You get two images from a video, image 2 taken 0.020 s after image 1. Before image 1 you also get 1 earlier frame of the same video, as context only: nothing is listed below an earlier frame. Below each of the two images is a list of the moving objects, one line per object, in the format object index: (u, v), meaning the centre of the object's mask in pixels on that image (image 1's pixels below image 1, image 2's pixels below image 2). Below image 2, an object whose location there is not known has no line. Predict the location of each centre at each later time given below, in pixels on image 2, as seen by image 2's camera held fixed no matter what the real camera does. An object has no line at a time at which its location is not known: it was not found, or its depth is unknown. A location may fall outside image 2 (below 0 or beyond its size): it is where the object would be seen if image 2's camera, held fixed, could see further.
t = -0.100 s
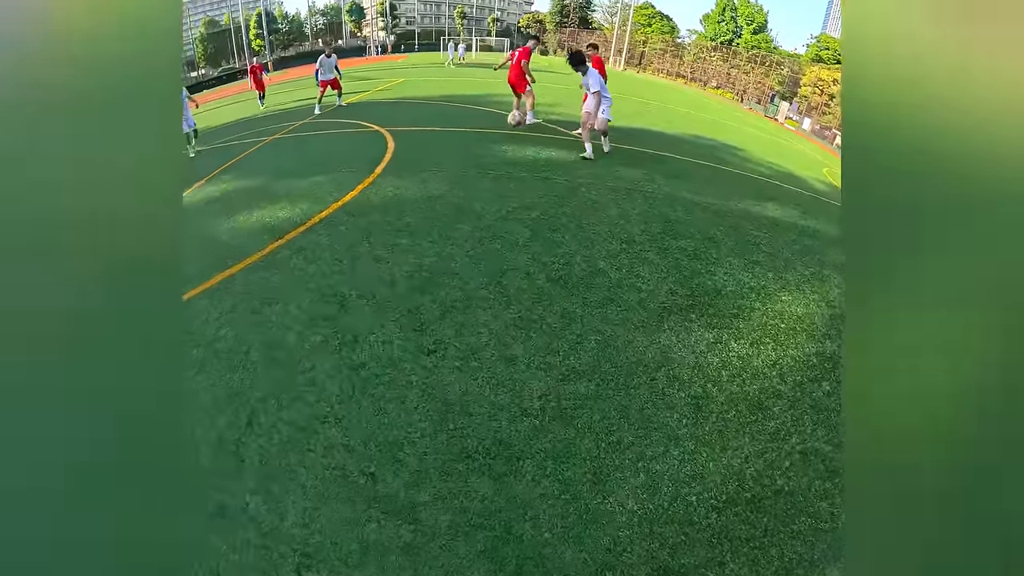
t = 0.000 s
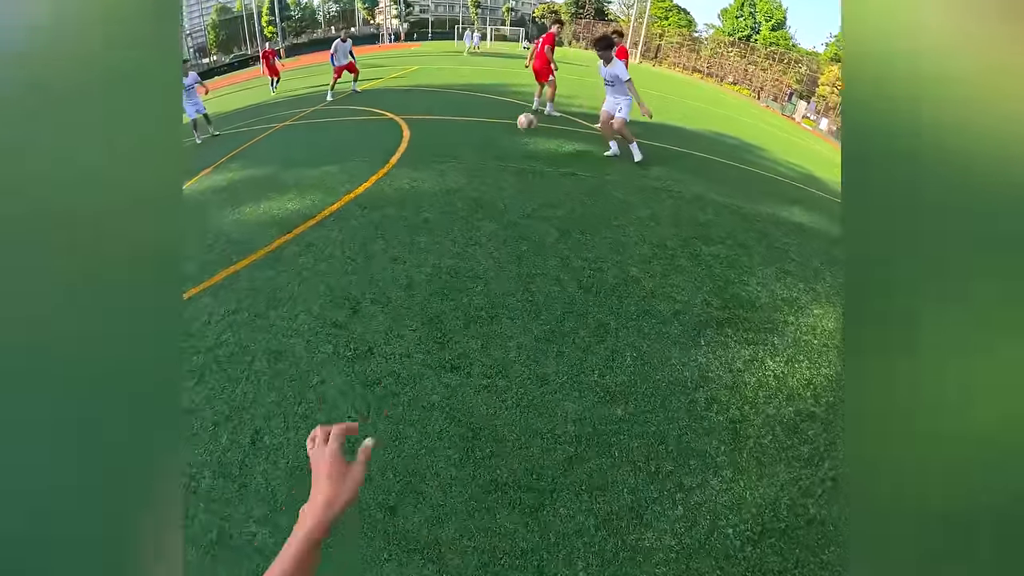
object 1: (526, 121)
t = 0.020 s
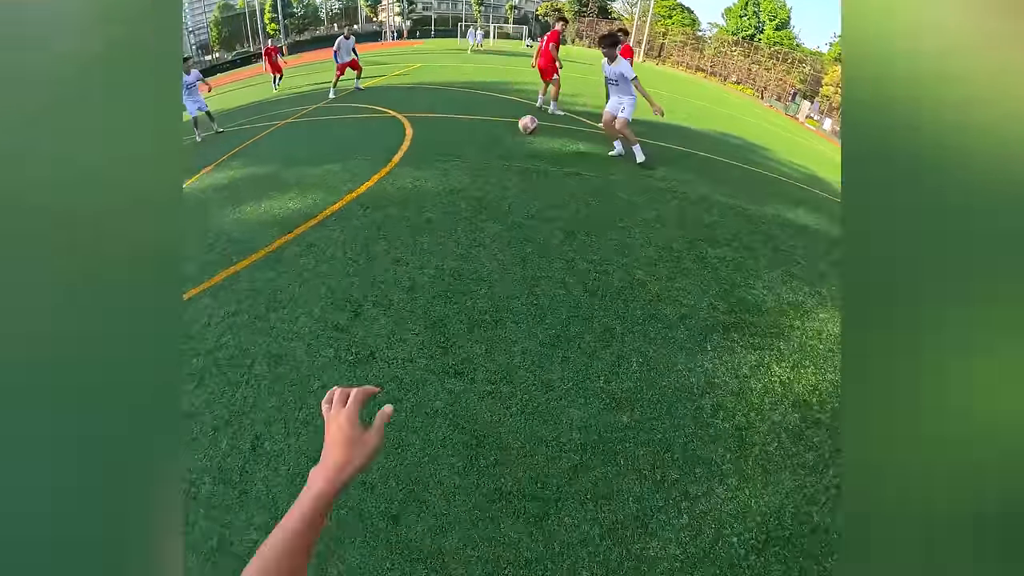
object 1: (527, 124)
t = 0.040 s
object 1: (525, 129)
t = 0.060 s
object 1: (523, 134)
